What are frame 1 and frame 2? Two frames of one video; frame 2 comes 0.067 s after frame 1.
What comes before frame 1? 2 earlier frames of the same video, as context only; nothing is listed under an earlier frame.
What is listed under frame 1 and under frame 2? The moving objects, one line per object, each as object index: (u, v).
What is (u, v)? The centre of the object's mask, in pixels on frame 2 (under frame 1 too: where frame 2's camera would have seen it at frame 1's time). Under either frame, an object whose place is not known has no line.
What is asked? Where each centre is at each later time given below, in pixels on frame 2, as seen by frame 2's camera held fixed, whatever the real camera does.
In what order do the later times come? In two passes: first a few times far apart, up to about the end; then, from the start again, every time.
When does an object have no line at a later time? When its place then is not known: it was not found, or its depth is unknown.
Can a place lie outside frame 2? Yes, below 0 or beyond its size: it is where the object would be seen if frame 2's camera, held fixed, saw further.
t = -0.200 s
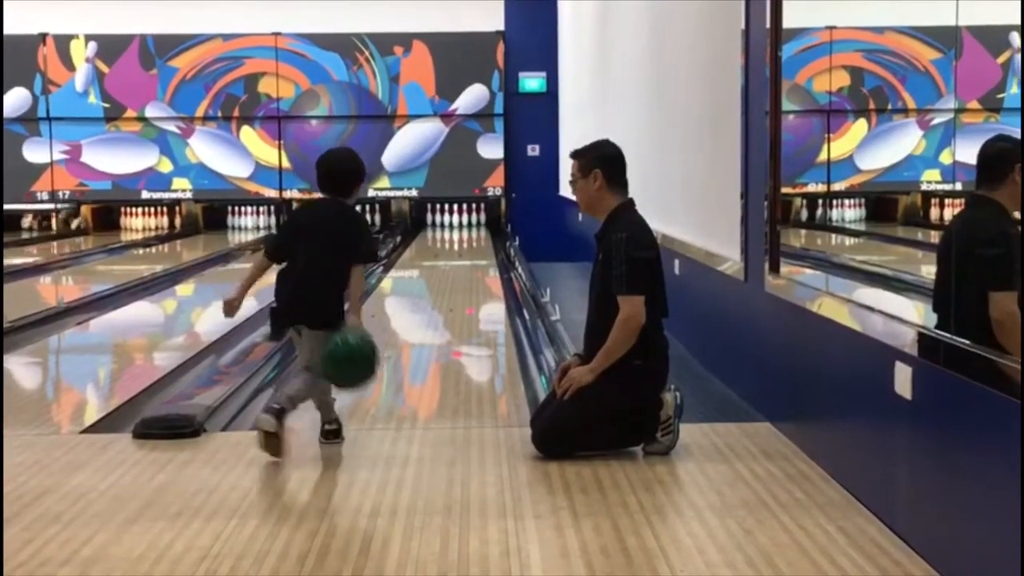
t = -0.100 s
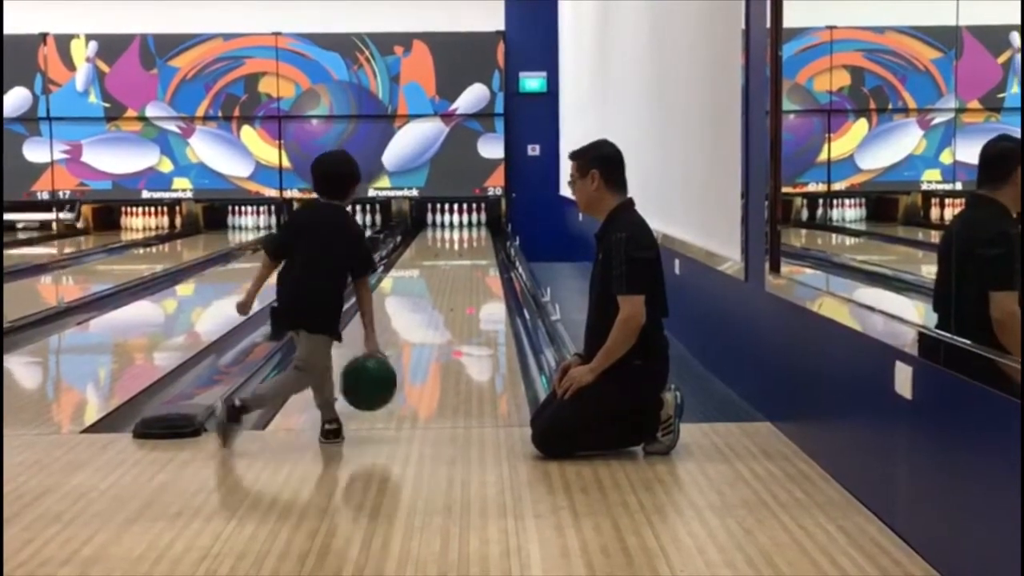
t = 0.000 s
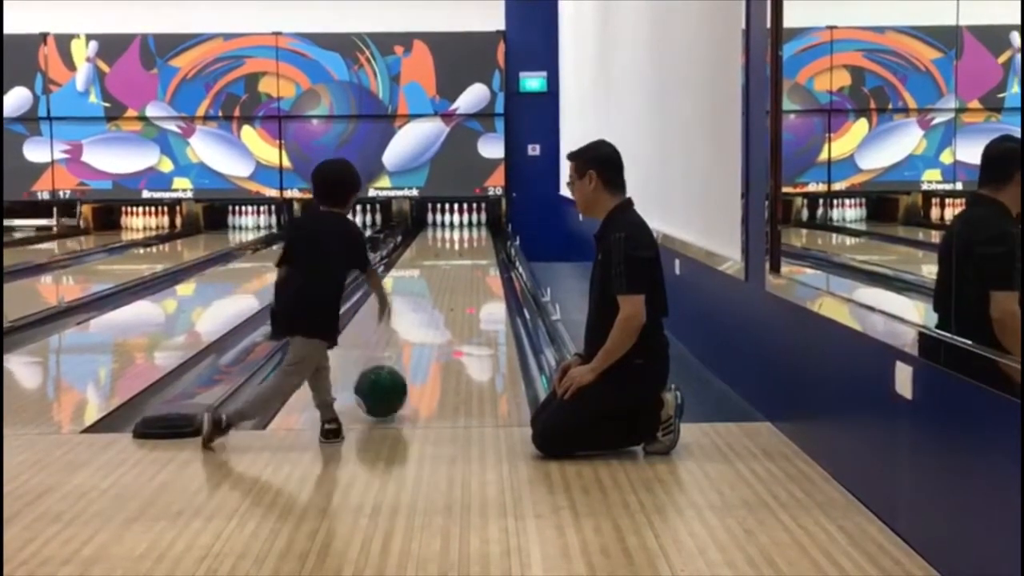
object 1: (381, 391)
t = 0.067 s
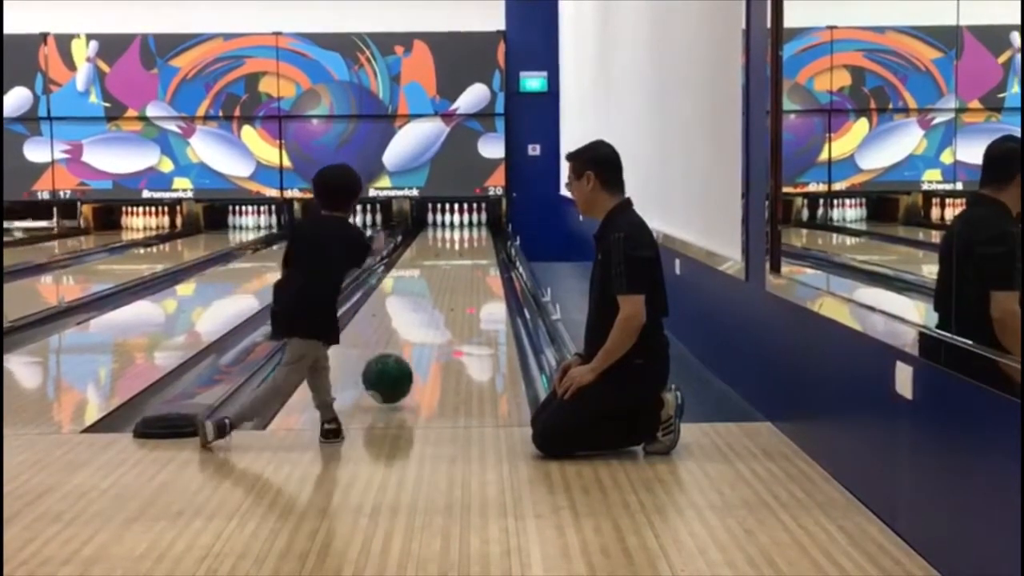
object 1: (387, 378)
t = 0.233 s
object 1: (402, 362)
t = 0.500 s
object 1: (419, 336)
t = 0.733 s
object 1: (431, 318)
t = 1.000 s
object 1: (441, 302)
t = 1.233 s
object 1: (448, 290)
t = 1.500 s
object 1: (455, 280)
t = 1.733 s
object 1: (460, 272)
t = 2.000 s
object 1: (464, 264)
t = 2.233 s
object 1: (467, 258)
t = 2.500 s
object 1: (469, 252)
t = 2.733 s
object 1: (471, 248)
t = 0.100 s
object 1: (390, 374)
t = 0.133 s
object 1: (394, 372)
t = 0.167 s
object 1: (396, 370)
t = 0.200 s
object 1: (399, 365)
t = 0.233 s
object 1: (402, 362)
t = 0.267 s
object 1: (404, 359)
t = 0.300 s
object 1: (406, 355)
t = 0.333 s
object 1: (409, 352)
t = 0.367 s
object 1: (411, 348)
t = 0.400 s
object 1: (413, 345)
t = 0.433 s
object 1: (416, 342)
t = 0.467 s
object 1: (417, 339)
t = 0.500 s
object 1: (419, 336)
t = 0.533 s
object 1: (421, 333)
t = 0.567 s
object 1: (423, 330)
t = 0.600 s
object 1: (424, 327)
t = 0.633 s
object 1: (426, 325)
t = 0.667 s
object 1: (427, 322)
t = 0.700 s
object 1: (429, 320)
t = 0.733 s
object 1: (431, 318)
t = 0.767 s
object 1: (432, 316)
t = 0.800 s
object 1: (433, 313)
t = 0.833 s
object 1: (435, 312)
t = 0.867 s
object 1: (436, 310)
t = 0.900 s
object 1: (437, 308)
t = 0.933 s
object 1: (439, 305)
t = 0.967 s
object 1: (440, 304)
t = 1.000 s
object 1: (441, 302)
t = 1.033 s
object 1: (442, 300)
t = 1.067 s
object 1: (443, 299)
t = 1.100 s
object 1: (444, 297)
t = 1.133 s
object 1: (445, 295)
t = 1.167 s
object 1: (446, 294)
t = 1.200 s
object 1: (447, 292)
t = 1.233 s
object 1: (448, 290)
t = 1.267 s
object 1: (449, 289)
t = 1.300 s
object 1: (450, 288)
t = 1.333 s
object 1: (451, 286)
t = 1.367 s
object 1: (452, 285)
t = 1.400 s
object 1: (453, 284)
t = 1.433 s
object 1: (454, 282)
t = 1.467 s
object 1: (454, 281)
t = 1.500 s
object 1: (455, 280)
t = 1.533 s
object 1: (455, 279)
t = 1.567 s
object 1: (456, 277)
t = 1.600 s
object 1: (457, 276)
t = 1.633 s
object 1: (458, 275)
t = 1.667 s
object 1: (458, 274)
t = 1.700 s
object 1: (459, 273)
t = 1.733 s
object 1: (460, 272)
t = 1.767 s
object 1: (460, 271)
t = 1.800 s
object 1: (461, 270)
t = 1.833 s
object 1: (461, 269)
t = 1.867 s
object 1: (462, 269)
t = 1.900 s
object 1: (462, 267)
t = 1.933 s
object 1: (463, 266)
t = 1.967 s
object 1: (463, 265)
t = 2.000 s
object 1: (464, 264)
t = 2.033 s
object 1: (465, 263)
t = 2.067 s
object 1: (465, 263)
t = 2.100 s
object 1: (465, 262)
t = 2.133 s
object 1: (466, 261)
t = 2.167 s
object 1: (466, 261)
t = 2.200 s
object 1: (467, 259)
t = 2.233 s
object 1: (467, 258)
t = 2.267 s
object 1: (467, 257)
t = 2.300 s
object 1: (468, 257)
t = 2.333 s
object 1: (468, 256)
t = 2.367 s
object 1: (468, 255)
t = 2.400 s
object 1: (468, 254)
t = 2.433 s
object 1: (469, 253)
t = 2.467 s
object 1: (469, 253)
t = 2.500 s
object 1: (469, 252)
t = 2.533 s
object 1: (469, 251)
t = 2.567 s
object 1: (470, 251)
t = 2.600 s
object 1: (470, 250)
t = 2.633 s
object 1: (470, 250)
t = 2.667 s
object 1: (470, 249)
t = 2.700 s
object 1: (471, 249)
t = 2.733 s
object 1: (471, 248)
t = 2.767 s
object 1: (471, 248)
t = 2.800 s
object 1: (471, 248)
